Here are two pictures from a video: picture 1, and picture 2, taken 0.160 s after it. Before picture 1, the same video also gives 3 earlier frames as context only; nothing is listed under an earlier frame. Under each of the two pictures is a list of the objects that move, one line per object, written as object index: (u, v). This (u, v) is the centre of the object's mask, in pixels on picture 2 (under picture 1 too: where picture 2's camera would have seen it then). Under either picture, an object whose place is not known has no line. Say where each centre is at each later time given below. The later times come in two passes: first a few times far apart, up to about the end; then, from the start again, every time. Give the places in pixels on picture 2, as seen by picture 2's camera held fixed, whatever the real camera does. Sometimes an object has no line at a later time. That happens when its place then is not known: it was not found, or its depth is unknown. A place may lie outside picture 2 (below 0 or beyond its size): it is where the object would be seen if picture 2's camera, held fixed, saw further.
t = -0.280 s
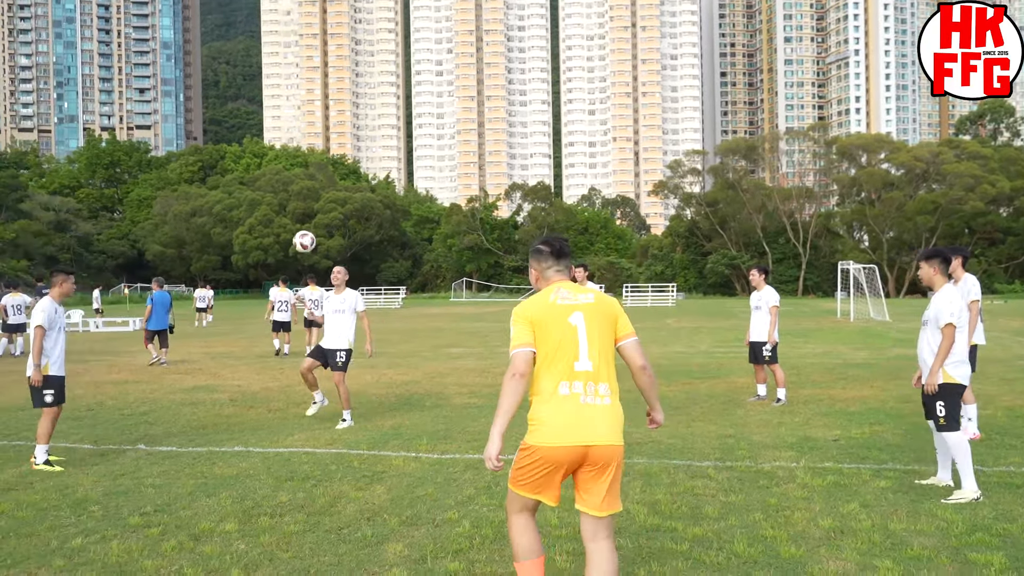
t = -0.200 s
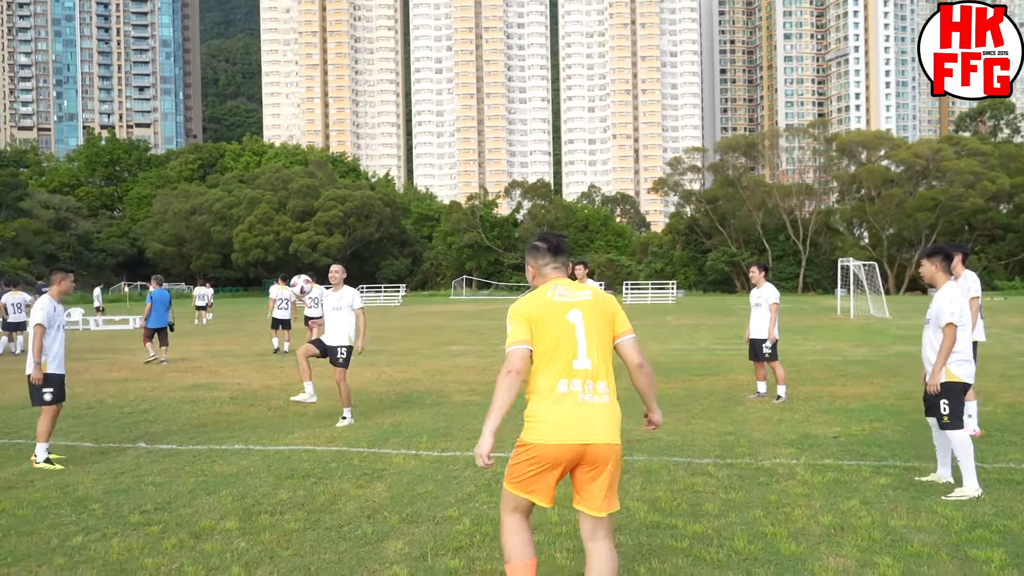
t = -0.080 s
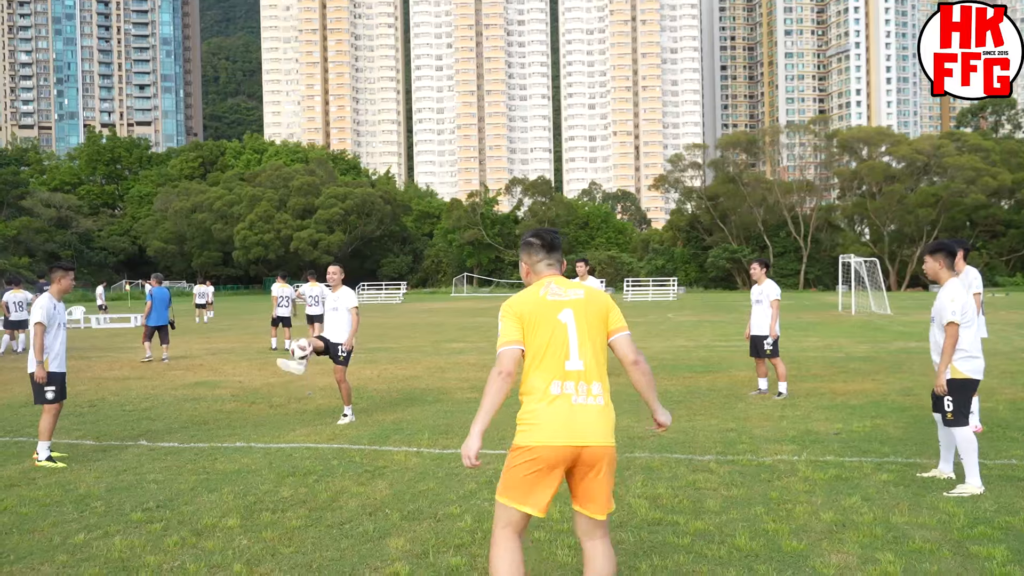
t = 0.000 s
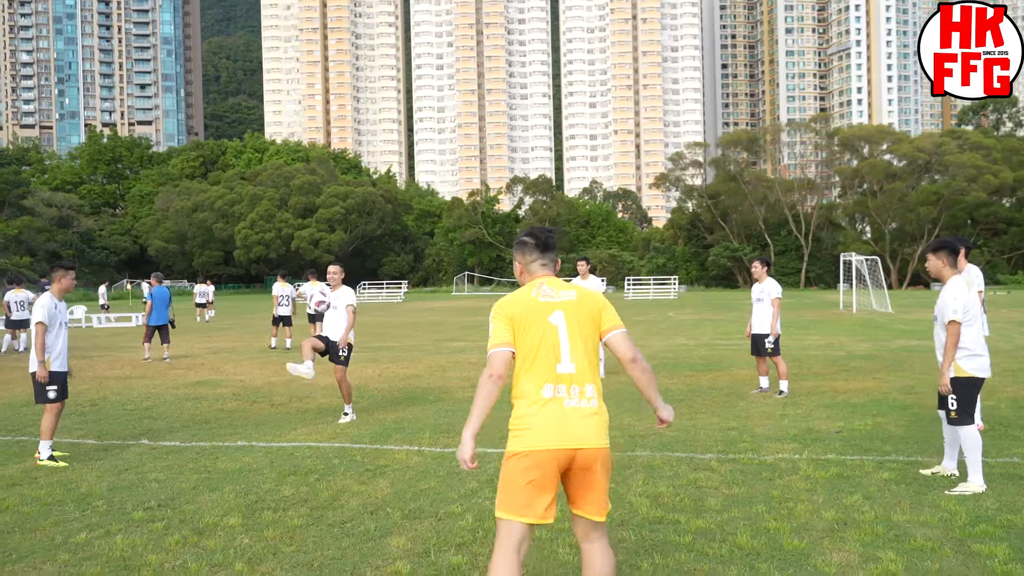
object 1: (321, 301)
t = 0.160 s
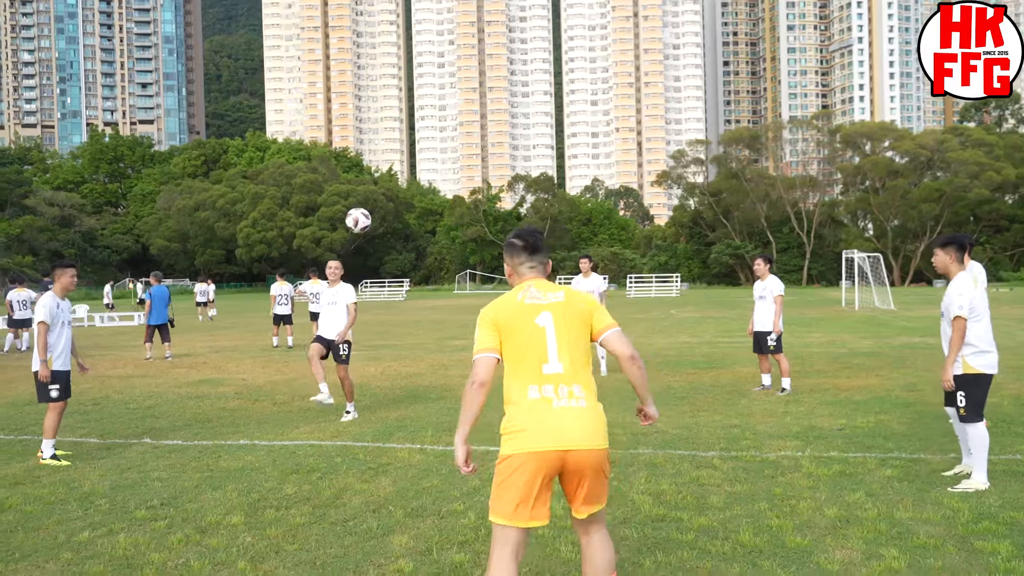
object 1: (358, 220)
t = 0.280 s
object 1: (391, 171)
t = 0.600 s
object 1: (499, 111)
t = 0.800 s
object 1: (588, 144)
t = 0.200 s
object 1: (368, 203)
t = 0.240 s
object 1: (379, 186)
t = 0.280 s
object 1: (391, 171)
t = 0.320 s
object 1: (403, 159)
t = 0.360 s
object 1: (415, 147)
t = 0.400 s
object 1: (427, 136)
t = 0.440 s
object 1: (441, 127)
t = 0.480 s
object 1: (455, 120)
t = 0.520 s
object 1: (469, 116)
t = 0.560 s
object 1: (484, 112)
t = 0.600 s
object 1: (499, 111)
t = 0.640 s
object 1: (516, 112)
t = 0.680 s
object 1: (532, 116)
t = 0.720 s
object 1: (551, 123)
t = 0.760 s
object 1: (569, 132)
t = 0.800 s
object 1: (588, 144)
